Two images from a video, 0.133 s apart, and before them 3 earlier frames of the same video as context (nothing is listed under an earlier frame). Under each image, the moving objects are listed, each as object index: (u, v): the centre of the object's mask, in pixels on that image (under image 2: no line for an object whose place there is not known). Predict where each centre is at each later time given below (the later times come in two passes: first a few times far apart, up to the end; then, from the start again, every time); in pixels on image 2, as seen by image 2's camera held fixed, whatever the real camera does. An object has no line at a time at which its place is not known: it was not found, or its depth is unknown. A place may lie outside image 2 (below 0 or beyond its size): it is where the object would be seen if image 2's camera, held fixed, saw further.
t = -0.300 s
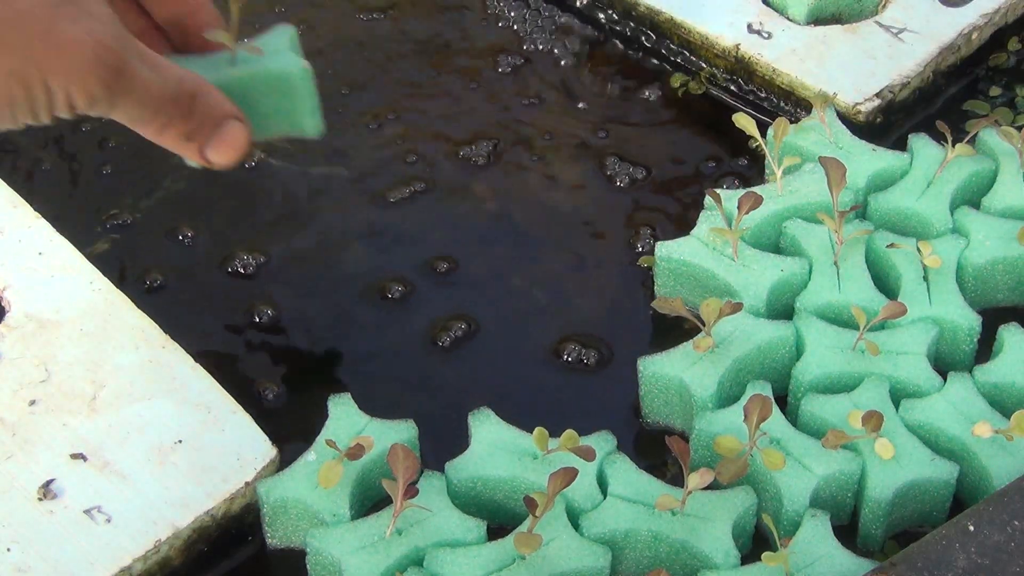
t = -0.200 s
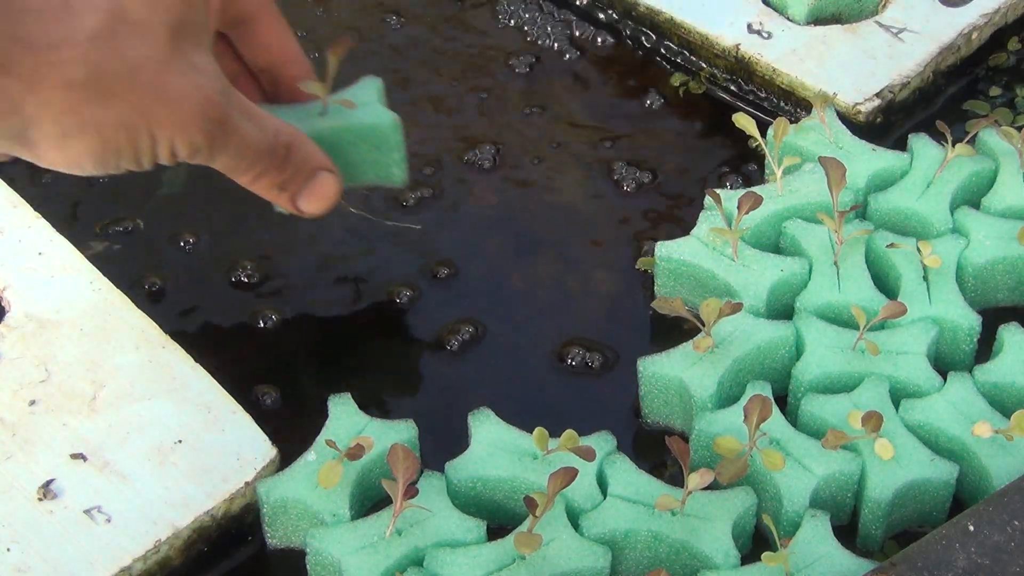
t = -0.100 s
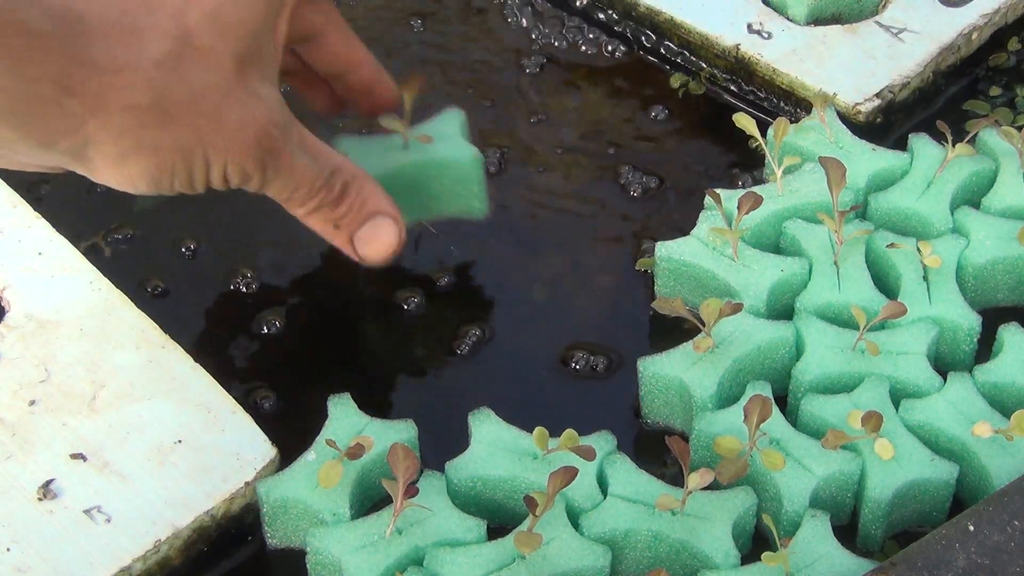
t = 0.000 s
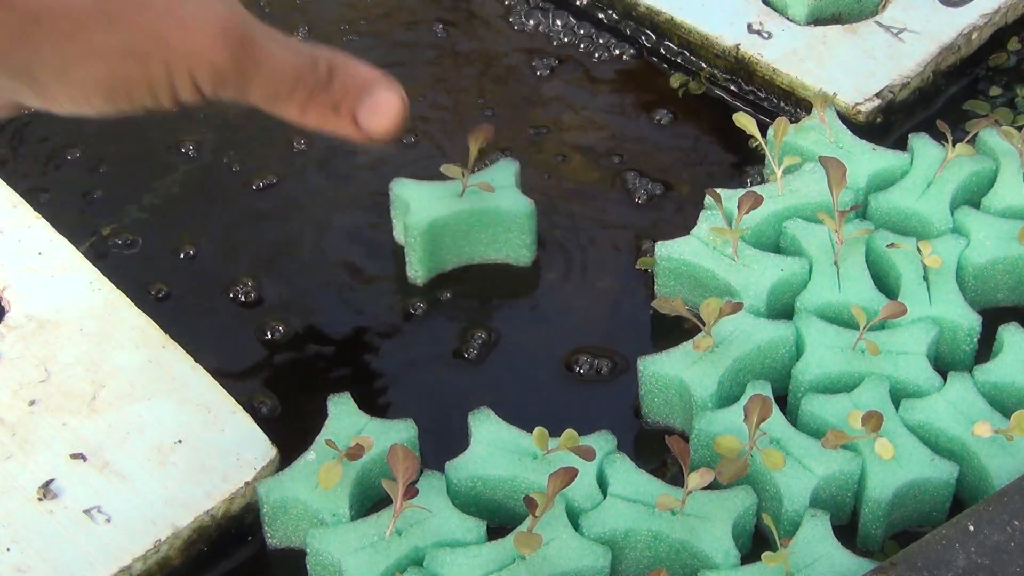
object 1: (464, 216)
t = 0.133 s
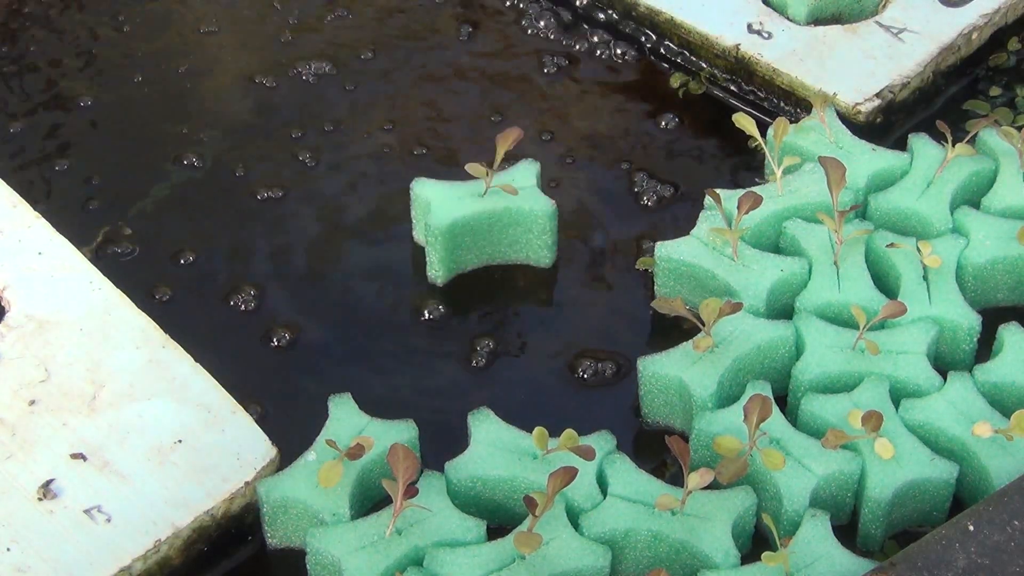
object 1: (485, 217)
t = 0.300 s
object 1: (500, 220)
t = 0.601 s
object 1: (518, 228)
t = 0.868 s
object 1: (530, 236)
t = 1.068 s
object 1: (538, 242)
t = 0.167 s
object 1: (489, 218)
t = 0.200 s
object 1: (493, 219)
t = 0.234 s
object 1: (496, 219)
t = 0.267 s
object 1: (498, 219)
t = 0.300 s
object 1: (500, 220)
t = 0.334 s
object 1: (502, 221)
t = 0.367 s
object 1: (505, 222)
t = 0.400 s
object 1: (507, 223)
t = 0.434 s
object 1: (509, 224)
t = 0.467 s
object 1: (511, 225)
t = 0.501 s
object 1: (513, 226)
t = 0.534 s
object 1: (515, 227)
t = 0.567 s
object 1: (516, 228)
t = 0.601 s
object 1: (518, 228)
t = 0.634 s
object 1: (520, 229)
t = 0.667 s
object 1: (521, 231)
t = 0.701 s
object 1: (523, 232)
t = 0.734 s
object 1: (524, 232)
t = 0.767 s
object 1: (526, 233)
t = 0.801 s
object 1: (527, 234)
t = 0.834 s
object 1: (528, 235)
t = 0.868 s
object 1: (530, 236)
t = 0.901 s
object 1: (531, 237)
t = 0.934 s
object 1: (532, 238)
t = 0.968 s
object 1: (533, 239)
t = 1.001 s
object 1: (535, 240)
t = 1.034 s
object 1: (536, 241)
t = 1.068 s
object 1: (538, 242)
